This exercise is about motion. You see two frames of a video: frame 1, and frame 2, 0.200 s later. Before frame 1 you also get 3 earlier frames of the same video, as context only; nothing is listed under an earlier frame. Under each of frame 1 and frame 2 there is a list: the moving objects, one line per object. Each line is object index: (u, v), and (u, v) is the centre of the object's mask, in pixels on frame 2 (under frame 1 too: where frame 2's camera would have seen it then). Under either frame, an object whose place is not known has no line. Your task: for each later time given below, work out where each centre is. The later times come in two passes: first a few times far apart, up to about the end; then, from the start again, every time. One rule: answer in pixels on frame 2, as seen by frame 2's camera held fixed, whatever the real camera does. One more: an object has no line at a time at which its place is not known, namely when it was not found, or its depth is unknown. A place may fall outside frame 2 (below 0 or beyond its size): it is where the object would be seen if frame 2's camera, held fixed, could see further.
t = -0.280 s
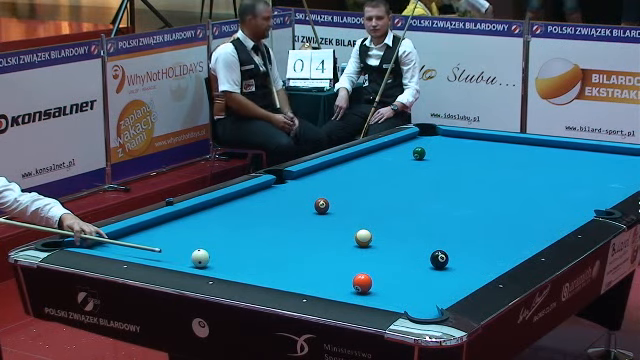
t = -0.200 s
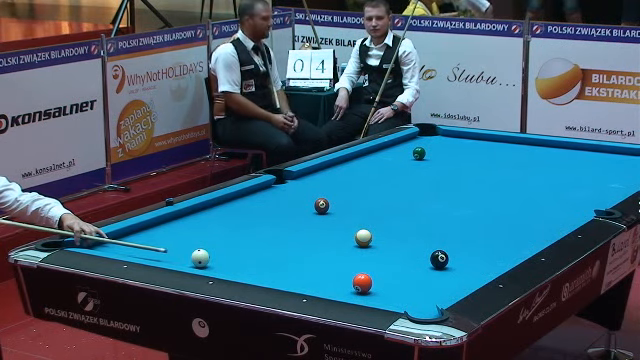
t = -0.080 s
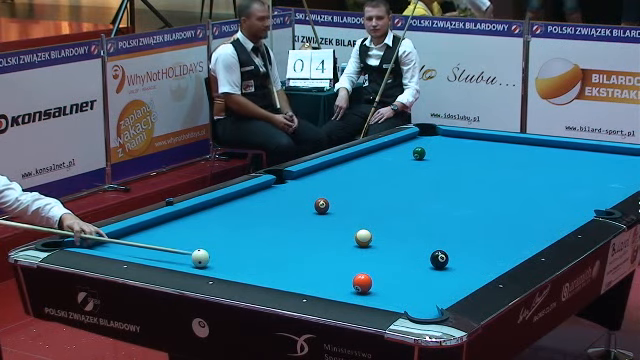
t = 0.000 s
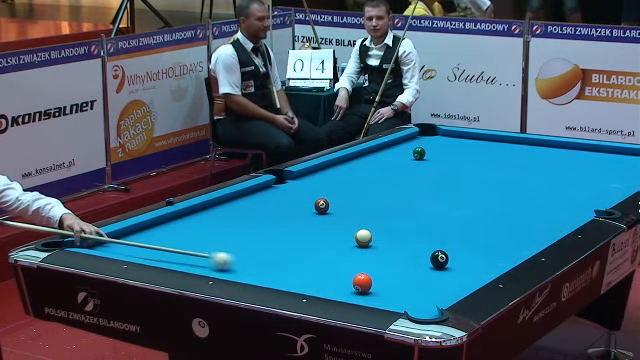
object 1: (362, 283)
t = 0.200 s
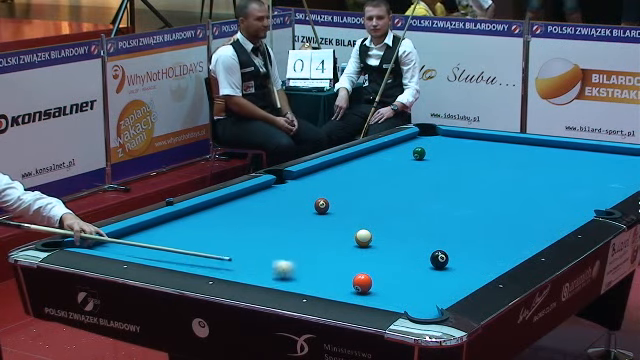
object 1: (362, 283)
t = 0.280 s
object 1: (362, 283)
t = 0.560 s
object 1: (378, 291)
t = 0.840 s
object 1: (403, 302)
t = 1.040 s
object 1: (420, 313)
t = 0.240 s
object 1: (362, 283)
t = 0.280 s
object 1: (362, 283)
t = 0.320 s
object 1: (362, 283)
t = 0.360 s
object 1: (362, 283)
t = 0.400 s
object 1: (362, 283)
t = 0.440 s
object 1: (365, 284)
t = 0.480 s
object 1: (369, 287)
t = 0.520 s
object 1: (374, 289)
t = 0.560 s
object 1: (378, 291)
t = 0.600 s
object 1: (382, 293)
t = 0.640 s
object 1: (385, 294)
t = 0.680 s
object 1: (388, 295)
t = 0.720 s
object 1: (392, 297)
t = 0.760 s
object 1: (396, 298)
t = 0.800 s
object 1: (399, 300)
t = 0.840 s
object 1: (403, 302)
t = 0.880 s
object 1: (406, 303)
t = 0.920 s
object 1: (410, 305)
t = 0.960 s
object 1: (413, 307)
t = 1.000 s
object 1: (417, 309)
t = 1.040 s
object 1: (420, 313)
